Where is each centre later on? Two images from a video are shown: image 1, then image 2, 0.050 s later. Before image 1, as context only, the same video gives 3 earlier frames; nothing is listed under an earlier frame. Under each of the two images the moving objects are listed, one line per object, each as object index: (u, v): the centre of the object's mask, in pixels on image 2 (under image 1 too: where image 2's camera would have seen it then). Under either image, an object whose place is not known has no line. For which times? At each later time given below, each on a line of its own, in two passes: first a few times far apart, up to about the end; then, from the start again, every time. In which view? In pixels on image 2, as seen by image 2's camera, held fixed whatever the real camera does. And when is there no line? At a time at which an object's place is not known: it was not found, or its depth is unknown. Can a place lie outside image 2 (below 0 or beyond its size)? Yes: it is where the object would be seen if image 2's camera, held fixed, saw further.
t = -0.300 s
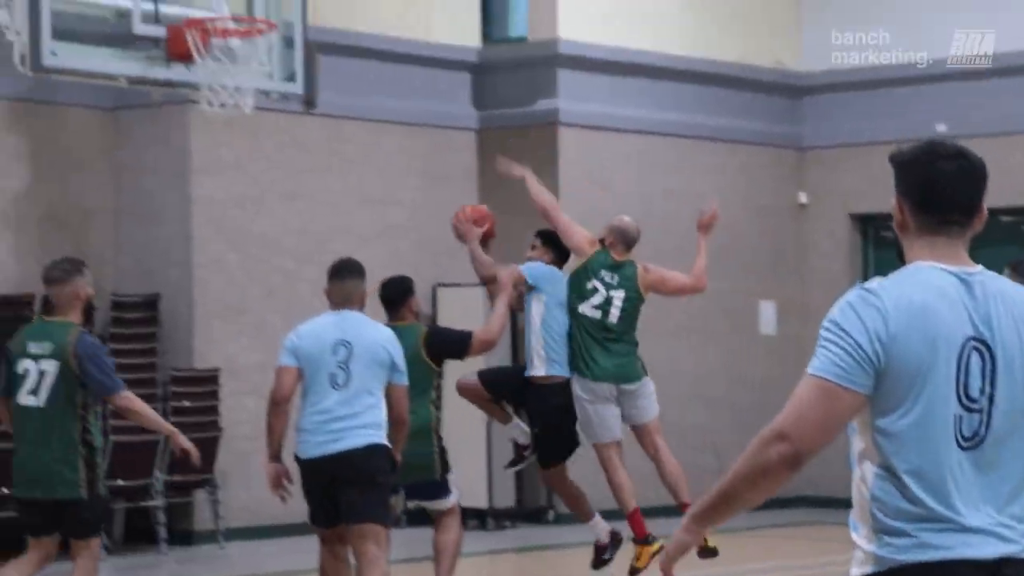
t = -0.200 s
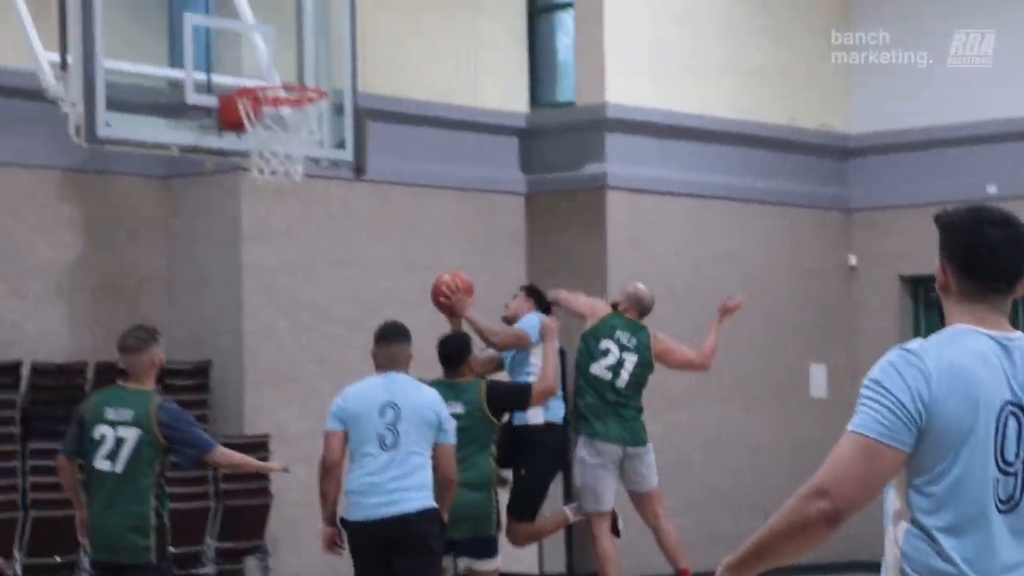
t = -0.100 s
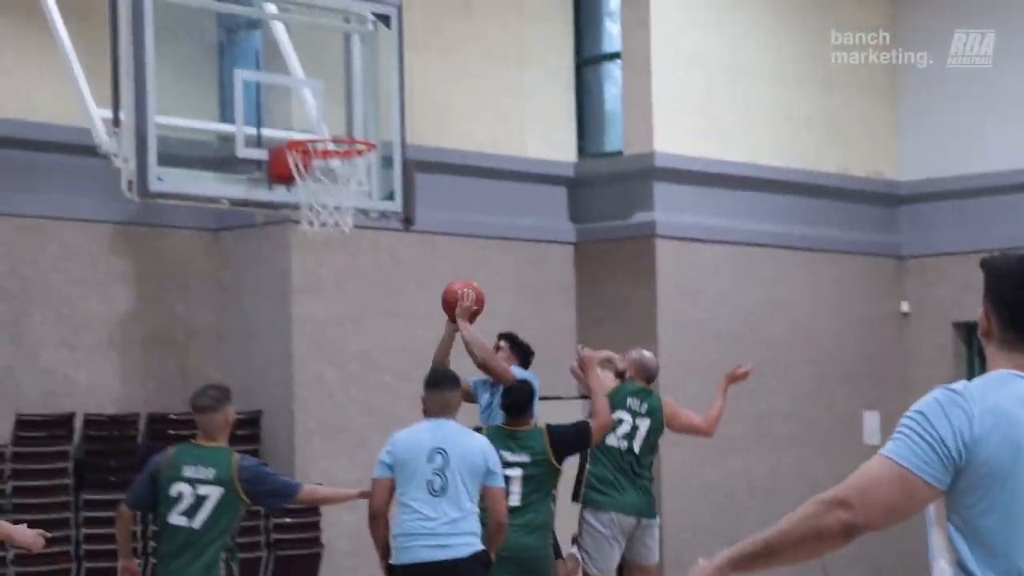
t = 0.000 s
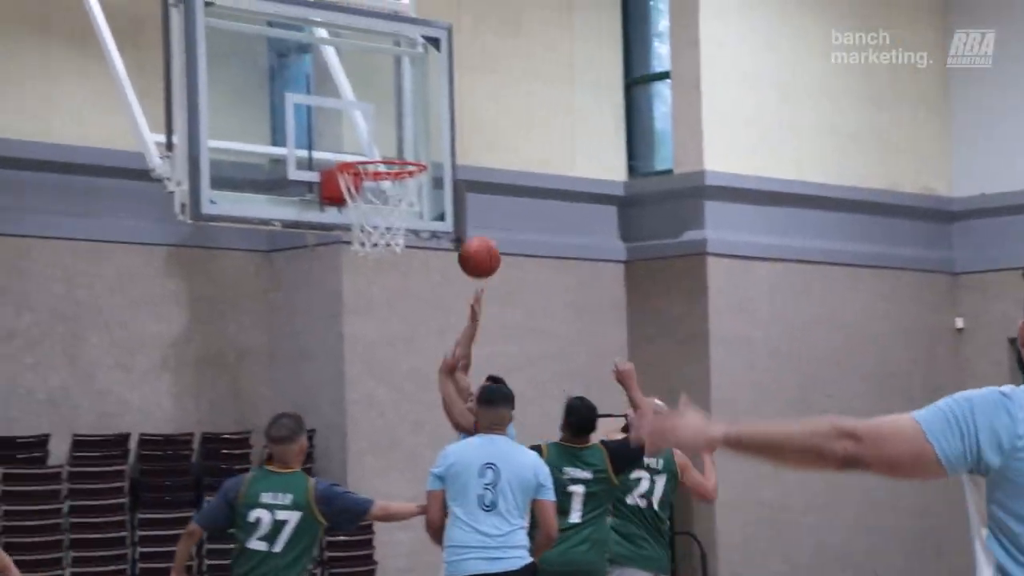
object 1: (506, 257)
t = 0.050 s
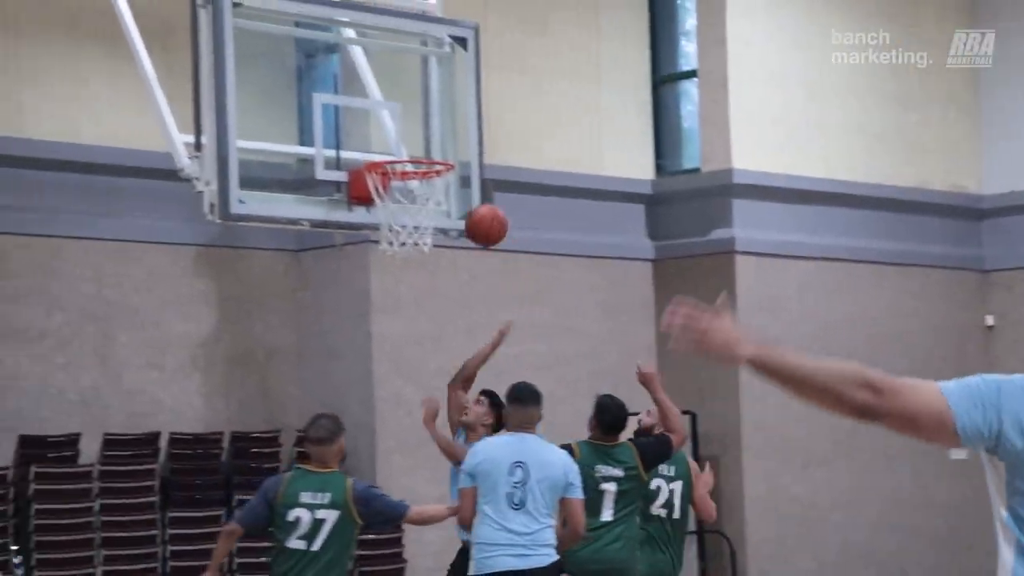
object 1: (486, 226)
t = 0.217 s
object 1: (436, 151)
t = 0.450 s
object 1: (423, 150)
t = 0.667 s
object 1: (414, 217)
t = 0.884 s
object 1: (405, 322)
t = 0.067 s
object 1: (479, 216)
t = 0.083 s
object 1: (472, 207)
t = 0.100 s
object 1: (465, 199)
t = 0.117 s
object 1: (460, 192)
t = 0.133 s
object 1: (458, 187)
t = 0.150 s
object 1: (454, 177)
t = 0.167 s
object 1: (445, 162)
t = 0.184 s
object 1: (441, 158)
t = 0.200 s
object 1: (438, 153)
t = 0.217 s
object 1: (436, 151)
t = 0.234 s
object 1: (435, 150)
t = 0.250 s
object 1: (434, 148)
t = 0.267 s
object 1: (433, 147)
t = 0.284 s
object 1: (432, 146)
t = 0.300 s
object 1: (431, 145)
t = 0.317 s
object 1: (430, 145)
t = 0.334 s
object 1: (429, 145)
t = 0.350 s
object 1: (428, 145)
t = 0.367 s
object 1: (427, 145)
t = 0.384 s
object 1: (426, 146)
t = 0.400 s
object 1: (425, 146)
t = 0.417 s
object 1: (424, 147)
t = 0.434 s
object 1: (423, 149)
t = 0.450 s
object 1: (423, 150)
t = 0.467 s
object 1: (421, 160)
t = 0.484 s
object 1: (419, 167)
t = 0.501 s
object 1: (418, 170)
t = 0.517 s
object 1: (418, 175)
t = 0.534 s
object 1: (418, 182)
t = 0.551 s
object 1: (418, 186)
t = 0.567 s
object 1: (419, 189)
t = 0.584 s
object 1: (417, 195)
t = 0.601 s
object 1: (416, 200)
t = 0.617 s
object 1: (416, 204)
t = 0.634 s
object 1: (415, 208)
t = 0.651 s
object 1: (414, 212)
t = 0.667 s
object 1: (414, 217)
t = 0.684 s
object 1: (413, 223)
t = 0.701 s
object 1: (412, 227)
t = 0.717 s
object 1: (411, 236)
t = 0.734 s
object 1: (410, 241)
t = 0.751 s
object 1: (410, 247)
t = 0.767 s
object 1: (409, 254)
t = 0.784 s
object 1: (409, 262)
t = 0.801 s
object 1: (408, 271)
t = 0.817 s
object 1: (407, 280)
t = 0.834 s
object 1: (406, 289)
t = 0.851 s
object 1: (405, 300)
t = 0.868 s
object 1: (405, 310)
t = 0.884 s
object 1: (405, 322)
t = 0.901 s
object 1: (404, 333)
